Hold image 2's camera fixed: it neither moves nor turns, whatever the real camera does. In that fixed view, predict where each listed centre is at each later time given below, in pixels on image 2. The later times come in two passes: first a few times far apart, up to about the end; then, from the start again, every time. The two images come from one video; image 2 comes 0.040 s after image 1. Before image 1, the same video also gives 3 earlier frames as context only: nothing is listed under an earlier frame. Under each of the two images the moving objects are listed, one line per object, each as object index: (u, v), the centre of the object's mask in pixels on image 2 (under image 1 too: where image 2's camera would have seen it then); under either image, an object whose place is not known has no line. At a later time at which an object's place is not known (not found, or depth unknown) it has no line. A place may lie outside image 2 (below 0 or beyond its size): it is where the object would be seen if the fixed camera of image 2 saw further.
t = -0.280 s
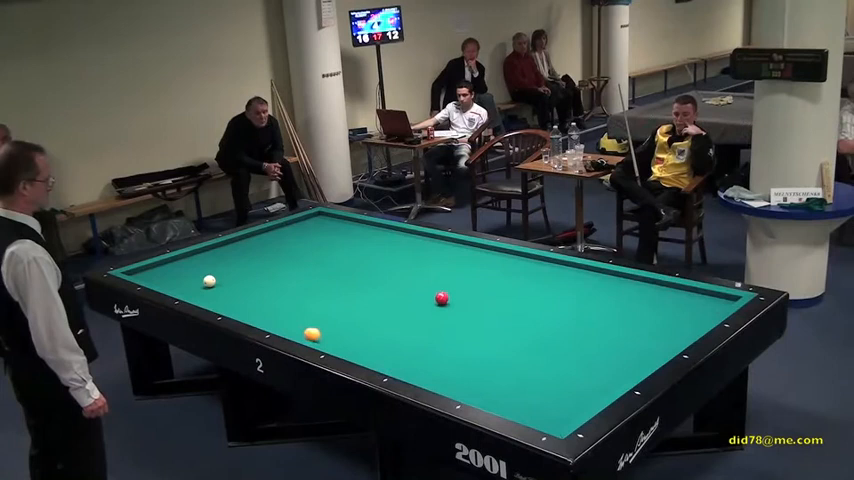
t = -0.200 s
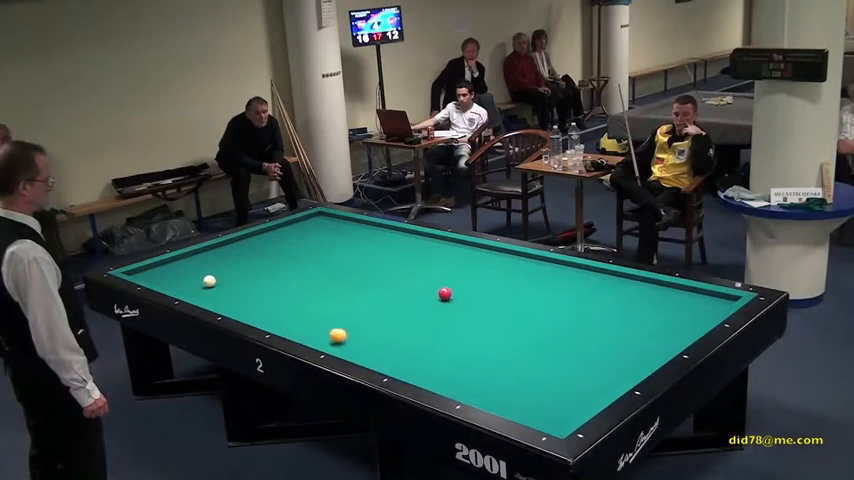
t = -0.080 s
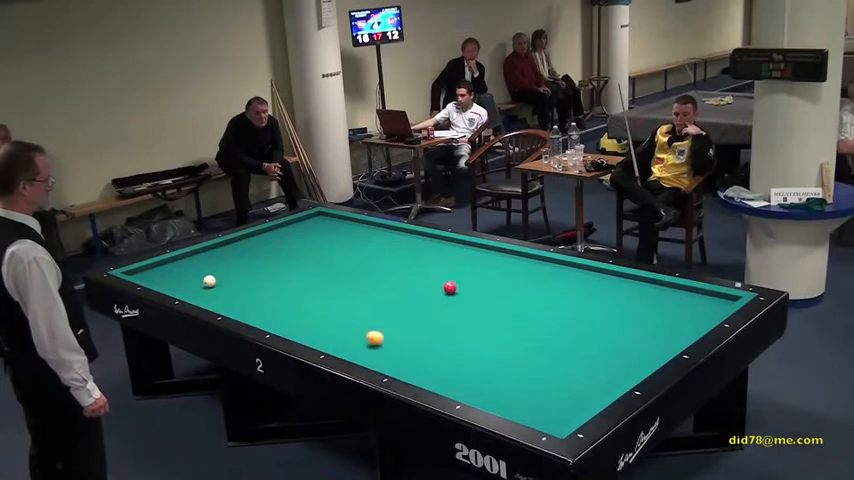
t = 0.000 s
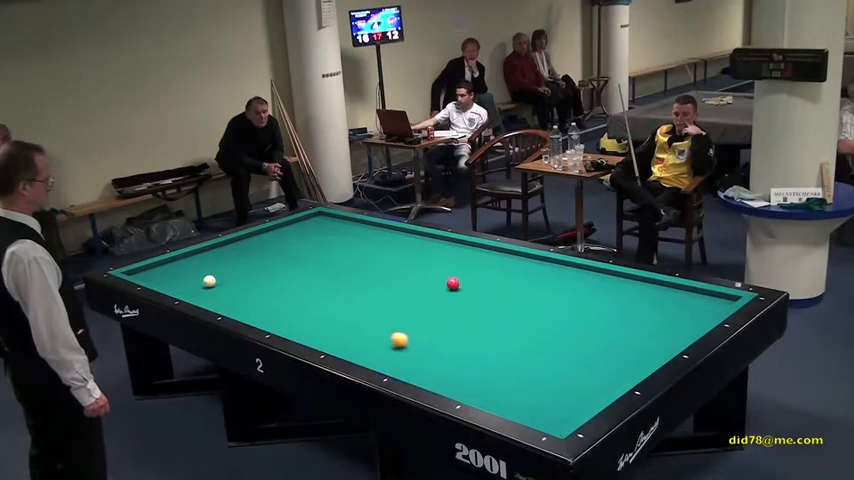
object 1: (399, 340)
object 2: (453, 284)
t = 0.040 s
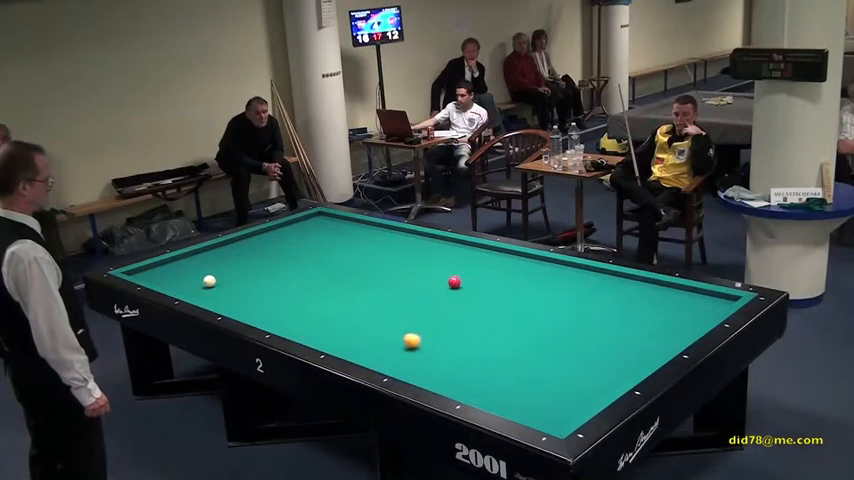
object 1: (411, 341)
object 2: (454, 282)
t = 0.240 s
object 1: (475, 346)
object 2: (461, 273)
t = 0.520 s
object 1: (569, 353)
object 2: (471, 262)
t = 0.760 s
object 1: (649, 357)
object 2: (478, 252)
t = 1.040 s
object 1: (625, 327)
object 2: (474, 248)
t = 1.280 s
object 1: (612, 306)
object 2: (461, 251)
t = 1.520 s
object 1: (600, 288)
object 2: (448, 254)
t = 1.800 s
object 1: (588, 269)
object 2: (434, 257)
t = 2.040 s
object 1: (553, 268)
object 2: (421, 260)
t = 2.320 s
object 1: (512, 268)
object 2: (407, 263)
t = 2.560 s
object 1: (478, 268)
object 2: (396, 265)
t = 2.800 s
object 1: (446, 268)
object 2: (385, 267)
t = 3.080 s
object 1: (409, 268)
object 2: (372, 270)
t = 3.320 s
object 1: (379, 268)
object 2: (361, 273)
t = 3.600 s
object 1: (344, 267)
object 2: (350, 276)
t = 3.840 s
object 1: (315, 268)
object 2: (340, 278)
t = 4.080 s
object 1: (288, 268)
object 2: (330, 280)
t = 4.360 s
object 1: (257, 268)
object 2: (320, 282)
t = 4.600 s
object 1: (232, 268)
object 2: (311, 284)
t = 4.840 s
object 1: (208, 267)
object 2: (303, 286)
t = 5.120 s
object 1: (180, 267)
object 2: (294, 288)
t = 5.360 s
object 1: (157, 267)
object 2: (287, 289)
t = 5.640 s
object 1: (141, 270)
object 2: (280, 291)
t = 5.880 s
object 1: (138, 274)
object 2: (273, 292)
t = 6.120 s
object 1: (148, 276)
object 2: (268, 294)
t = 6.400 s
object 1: (161, 277)
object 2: (262, 295)
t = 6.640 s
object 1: (172, 277)
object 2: (258, 296)
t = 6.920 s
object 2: (253, 297)
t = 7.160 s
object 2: (250, 298)
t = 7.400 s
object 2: (248, 298)
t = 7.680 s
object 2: (245, 299)
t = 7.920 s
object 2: (244, 300)
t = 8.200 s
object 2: (243, 300)
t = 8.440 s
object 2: (243, 300)
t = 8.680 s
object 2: (243, 300)
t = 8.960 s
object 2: (243, 300)
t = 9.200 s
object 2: (243, 300)
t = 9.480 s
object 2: (243, 300)
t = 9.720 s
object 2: (243, 300)
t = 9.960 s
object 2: (243, 300)
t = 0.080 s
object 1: (424, 342)
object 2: (456, 280)
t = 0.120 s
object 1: (436, 343)
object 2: (457, 278)
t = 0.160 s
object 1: (449, 344)
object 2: (459, 276)
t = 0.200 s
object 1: (462, 345)
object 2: (460, 275)
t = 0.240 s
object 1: (475, 346)
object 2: (461, 273)
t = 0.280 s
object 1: (488, 347)
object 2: (463, 271)
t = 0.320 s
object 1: (501, 348)
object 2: (464, 269)
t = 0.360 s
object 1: (515, 349)
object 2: (466, 268)
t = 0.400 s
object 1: (528, 350)
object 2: (467, 266)
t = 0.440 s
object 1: (542, 351)
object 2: (468, 264)
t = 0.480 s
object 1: (555, 352)
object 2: (469, 263)
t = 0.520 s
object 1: (569, 353)
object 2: (471, 262)
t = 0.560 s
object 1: (583, 354)
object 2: (472, 260)
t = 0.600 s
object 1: (597, 355)
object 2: (473, 258)
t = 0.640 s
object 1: (611, 356)
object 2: (474, 256)
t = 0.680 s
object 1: (625, 357)
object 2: (476, 255)
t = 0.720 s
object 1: (639, 358)
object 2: (477, 254)
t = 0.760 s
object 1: (649, 357)
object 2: (478, 252)
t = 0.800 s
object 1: (644, 353)
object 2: (479, 250)
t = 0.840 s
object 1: (640, 348)
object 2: (480, 249)
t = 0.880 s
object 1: (636, 343)
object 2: (481, 247)
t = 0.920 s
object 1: (633, 339)
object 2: (482, 247)
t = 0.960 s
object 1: (630, 335)
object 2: (479, 247)
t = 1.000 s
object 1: (628, 331)
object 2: (477, 248)
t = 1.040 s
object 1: (625, 327)
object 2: (474, 248)
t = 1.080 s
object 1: (623, 323)
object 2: (472, 249)
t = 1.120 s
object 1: (621, 320)
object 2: (470, 249)
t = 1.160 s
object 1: (618, 316)
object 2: (468, 250)
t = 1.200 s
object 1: (616, 313)
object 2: (466, 250)
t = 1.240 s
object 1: (614, 309)
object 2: (463, 251)
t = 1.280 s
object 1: (612, 306)
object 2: (461, 251)
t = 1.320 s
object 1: (610, 303)
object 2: (459, 252)
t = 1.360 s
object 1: (608, 300)
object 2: (457, 252)
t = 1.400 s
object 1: (606, 297)
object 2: (455, 253)
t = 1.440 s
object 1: (604, 294)
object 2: (452, 253)
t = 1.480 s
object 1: (602, 291)
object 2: (451, 254)
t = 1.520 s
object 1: (600, 288)
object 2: (448, 254)
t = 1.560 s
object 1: (598, 285)
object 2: (446, 254)
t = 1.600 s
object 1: (596, 282)
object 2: (444, 255)
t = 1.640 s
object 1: (595, 280)
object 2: (442, 255)
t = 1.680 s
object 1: (593, 277)
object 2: (440, 256)
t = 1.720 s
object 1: (591, 274)
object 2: (438, 256)
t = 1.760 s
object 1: (590, 272)
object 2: (436, 257)
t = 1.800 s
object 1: (588, 269)
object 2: (434, 257)
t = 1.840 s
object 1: (584, 268)
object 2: (431, 258)
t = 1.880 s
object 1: (577, 268)
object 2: (429, 258)
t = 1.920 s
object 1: (571, 268)
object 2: (427, 258)
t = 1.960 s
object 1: (565, 268)
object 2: (425, 259)
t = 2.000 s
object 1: (559, 268)
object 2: (423, 259)
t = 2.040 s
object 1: (553, 268)
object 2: (421, 260)
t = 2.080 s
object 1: (547, 268)
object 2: (419, 260)
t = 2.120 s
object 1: (541, 268)
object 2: (417, 261)
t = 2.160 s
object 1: (536, 268)
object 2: (415, 261)
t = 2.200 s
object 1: (530, 268)
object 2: (413, 262)
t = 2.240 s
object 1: (524, 268)
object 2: (411, 262)
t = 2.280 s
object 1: (518, 268)
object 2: (409, 262)
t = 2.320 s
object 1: (512, 268)
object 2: (407, 263)
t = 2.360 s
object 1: (506, 268)
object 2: (406, 263)
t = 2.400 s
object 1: (501, 268)
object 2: (404, 263)
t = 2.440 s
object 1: (495, 268)
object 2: (402, 264)
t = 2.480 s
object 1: (490, 268)
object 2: (400, 264)
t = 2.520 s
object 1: (484, 268)
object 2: (398, 265)
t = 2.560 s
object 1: (478, 268)
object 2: (396, 265)
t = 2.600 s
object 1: (473, 268)
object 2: (394, 265)
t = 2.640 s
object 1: (467, 268)
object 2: (392, 266)
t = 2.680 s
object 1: (462, 268)
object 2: (390, 266)
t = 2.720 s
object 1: (456, 268)
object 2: (388, 267)
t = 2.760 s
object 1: (451, 268)
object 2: (387, 267)
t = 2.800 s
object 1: (446, 268)
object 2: (385, 267)
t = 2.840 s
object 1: (440, 268)
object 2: (383, 268)
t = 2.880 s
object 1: (435, 268)
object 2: (381, 268)
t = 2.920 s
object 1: (430, 268)
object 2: (379, 269)
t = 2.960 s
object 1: (425, 268)
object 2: (377, 269)
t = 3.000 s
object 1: (419, 268)
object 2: (376, 270)
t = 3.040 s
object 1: (414, 268)
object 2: (374, 270)
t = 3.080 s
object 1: (409, 268)
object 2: (372, 270)
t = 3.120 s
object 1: (404, 268)
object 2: (370, 271)
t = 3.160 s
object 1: (399, 268)
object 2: (368, 271)
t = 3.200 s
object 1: (394, 268)
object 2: (367, 271)
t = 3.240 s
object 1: (388, 268)
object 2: (365, 272)
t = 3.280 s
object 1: (384, 268)
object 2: (363, 272)
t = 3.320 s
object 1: (379, 268)
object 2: (361, 273)
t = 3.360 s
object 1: (373, 268)
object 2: (360, 273)
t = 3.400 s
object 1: (369, 268)
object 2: (358, 274)
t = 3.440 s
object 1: (364, 267)
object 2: (356, 274)
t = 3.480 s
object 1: (359, 267)
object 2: (354, 275)
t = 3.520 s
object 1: (354, 266)
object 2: (353, 275)
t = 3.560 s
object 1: (349, 266)
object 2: (351, 276)
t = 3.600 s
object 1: (344, 267)
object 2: (350, 276)
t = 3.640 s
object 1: (339, 267)
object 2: (348, 276)
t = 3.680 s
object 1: (334, 268)
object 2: (346, 276)
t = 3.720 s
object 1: (330, 268)
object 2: (344, 277)
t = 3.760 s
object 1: (325, 268)
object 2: (343, 277)
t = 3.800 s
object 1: (320, 268)
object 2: (341, 278)
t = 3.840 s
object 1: (315, 268)
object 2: (340, 278)
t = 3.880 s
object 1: (311, 268)
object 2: (338, 278)
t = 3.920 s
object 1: (306, 268)
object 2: (336, 279)
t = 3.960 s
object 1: (302, 268)
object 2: (335, 279)
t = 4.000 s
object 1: (297, 268)
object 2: (333, 279)
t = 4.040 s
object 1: (292, 268)
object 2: (332, 279)
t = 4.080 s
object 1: (288, 268)
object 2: (330, 280)
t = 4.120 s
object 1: (284, 268)
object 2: (329, 280)
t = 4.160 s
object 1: (279, 268)
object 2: (327, 280)
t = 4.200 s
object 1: (275, 268)
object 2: (326, 281)
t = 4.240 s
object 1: (270, 268)
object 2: (324, 281)
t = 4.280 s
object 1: (266, 268)
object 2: (323, 281)
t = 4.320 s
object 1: (262, 268)
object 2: (321, 282)
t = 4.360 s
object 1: (257, 268)
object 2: (320, 282)
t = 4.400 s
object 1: (253, 268)
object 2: (318, 282)
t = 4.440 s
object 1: (249, 268)
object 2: (317, 283)
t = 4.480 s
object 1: (245, 268)
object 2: (315, 283)
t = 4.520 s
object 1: (240, 268)
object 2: (314, 283)
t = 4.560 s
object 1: (236, 268)
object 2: (312, 284)
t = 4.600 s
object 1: (232, 268)
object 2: (311, 284)
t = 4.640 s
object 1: (228, 268)
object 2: (310, 284)
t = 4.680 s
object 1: (224, 268)
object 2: (309, 285)
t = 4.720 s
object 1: (220, 268)
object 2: (307, 285)
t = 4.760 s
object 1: (216, 267)
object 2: (306, 285)
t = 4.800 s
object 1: (212, 268)
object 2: (305, 286)
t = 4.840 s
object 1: (208, 267)
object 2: (303, 286)
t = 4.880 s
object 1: (203, 267)
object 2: (302, 286)
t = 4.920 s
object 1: (199, 267)
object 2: (301, 286)
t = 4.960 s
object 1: (195, 267)
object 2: (299, 286)
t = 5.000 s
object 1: (191, 267)
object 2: (298, 287)
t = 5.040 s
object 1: (187, 267)
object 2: (297, 287)
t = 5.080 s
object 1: (184, 267)
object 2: (296, 287)
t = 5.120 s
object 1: (180, 267)
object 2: (294, 288)
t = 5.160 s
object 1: (176, 267)
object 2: (293, 288)
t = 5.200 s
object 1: (172, 267)
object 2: (292, 288)
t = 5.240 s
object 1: (168, 267)
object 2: (291, 288)
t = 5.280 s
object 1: (165, 267)
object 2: (289, 289)
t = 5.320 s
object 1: (161, 267)
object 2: (288, 289)
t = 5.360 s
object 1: (157, 267)
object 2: (287, 289)
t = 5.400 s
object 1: (153, 267)
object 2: (286, 290)
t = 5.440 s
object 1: (150, 267)
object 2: (285, 290)
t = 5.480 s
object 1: (146, 268)
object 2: (284, 290)
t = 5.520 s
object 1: (143, 268)
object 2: (283, 290)
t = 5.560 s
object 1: (142, 268)
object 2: (281, 290)
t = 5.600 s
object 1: (142, 269)
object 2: (280, 291)
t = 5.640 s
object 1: (141, 270)
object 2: (280, 291)
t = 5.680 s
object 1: (141, 271)
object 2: (279, 291)
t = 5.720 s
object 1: (140, 272)
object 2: (277, 292)
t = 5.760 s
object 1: (139, 273)
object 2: (276, 292)
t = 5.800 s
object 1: (139, 273)
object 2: (275, 292)
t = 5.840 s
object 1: (138, 274)
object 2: (275, 292)
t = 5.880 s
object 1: (138, 274)
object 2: (273, 292)
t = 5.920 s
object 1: (138, 275)
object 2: (273, 293)
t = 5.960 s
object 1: (140, 275)
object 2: (272, 293)
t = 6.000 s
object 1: (142, 275)
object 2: (271, 293)
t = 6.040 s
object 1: (144, 275)
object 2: (270, 293)
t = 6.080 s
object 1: (146, 276)
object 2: (269, 294)
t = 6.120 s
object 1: (148, 276)
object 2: (268, 294)
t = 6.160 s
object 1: (150, 276)
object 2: (267, 294)
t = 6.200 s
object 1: (152, 276)
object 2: (266, 294)
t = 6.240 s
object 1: (154, 276)
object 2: (265, 294)
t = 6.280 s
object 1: (156, 277)
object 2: (265, 294)
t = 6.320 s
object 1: (157, 277)
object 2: (264, 294)
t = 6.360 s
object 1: (159, 277)
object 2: (263, 295)
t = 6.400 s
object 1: (161, 277)
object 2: (262, 295)
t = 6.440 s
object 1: (163, 277)
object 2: (261, 295)
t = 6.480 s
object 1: (165, 277)
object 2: (261, 295)
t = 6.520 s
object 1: (167, 277)
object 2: (260, 295)
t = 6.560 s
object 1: (169, 277)
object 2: (259, 295)
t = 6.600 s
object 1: (171, 277)
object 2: (259, 295)
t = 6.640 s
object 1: (172, 277)
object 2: (258, 296)
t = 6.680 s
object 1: (175, 277)
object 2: (257, 296)
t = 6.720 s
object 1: (176, 277)
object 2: (257, 296)
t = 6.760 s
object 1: (179, 277)
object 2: (256, 296)
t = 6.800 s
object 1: (180, 277)
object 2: (255, 297)
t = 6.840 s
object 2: (255, 297)
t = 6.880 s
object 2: (254, 297)
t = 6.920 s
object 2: (253, 297)
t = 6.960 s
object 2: (253, 297)
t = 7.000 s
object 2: (252, 297)
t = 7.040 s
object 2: (252, 297)
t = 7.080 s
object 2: (251, 297)
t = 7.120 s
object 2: (251, 298)
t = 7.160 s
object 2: (250, 298)
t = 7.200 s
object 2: (250, 298)
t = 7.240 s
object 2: (249, 298)
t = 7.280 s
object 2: (249, 298)
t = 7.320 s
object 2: (248, 298)
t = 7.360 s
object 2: (248, 298)
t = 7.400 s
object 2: (248, 298)
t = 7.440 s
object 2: (247, 298)
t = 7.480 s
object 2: (247, 298)
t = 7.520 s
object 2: (247, 298)
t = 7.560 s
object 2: (246, 299)
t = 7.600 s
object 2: (246, 299)
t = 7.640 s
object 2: (246, 299)
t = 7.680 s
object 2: (245, 299)
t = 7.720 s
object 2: (245, 299)
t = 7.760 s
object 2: (245, 299)
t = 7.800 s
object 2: (245, 299)
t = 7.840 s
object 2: (244, 299)
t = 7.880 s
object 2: (244, 299)
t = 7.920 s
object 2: (244, 300)
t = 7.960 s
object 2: (244, 300)
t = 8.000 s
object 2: (244, 300)
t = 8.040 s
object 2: (244, 300)
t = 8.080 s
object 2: (243, 300)
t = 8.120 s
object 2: (243, 300)
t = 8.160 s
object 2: (243, 300)
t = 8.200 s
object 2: (243, 300)
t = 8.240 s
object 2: (243, 300)
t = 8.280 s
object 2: (243, 300)
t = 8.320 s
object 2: (243, 300)
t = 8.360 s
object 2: (243, 300)
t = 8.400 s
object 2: (243, 300)
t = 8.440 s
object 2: (243, 300)
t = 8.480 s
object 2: (243, 300)
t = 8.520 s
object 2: (243, 300)
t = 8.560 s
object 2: (243, 300)
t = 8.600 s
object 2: (243, 300)
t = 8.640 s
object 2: (243, 300)
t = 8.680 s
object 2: (243, 300)
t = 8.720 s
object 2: (243, 300)
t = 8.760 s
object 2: (243, 300)
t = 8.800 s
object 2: (243, 300)
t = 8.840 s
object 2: (243, 300)
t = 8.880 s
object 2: (243, 300)
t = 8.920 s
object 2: (243, 300)
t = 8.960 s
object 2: (243, 300)
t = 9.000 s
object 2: (243, 300)
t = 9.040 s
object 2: (243, 300)
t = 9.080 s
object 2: (243, 300)
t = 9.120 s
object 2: (243, 300)
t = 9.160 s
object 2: (243, 300)
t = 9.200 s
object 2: (243, 300)
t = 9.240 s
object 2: (243, 300)
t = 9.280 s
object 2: (243, 300)
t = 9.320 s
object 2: (243, 300)
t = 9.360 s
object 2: (243, 300)
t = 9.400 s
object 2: (243, 300)
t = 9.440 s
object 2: (243, 300)
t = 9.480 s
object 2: (243, 300)
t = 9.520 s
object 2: (243, 300)
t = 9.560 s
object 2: (243, 300)
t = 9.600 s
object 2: (243, 300)
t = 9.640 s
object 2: (243, 300)
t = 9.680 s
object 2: (243, 300)
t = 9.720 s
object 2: (243, 300)
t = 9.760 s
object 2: (243, 300)
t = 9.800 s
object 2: (243, 300)
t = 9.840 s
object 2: (243, 300)
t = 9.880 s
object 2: (243, 300)
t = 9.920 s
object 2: (243, 300)
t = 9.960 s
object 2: (243, 300)
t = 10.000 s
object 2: (243, 300)
